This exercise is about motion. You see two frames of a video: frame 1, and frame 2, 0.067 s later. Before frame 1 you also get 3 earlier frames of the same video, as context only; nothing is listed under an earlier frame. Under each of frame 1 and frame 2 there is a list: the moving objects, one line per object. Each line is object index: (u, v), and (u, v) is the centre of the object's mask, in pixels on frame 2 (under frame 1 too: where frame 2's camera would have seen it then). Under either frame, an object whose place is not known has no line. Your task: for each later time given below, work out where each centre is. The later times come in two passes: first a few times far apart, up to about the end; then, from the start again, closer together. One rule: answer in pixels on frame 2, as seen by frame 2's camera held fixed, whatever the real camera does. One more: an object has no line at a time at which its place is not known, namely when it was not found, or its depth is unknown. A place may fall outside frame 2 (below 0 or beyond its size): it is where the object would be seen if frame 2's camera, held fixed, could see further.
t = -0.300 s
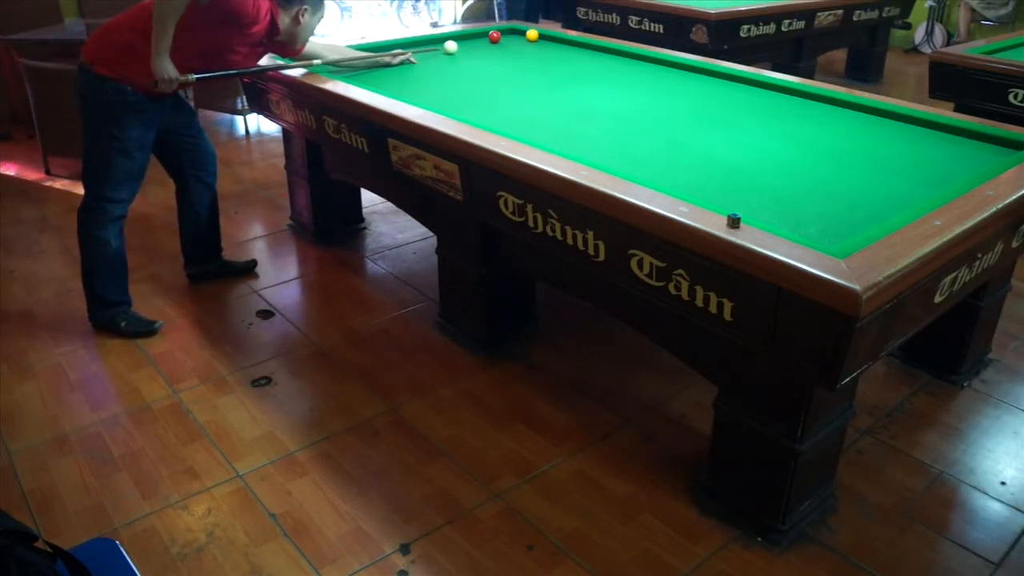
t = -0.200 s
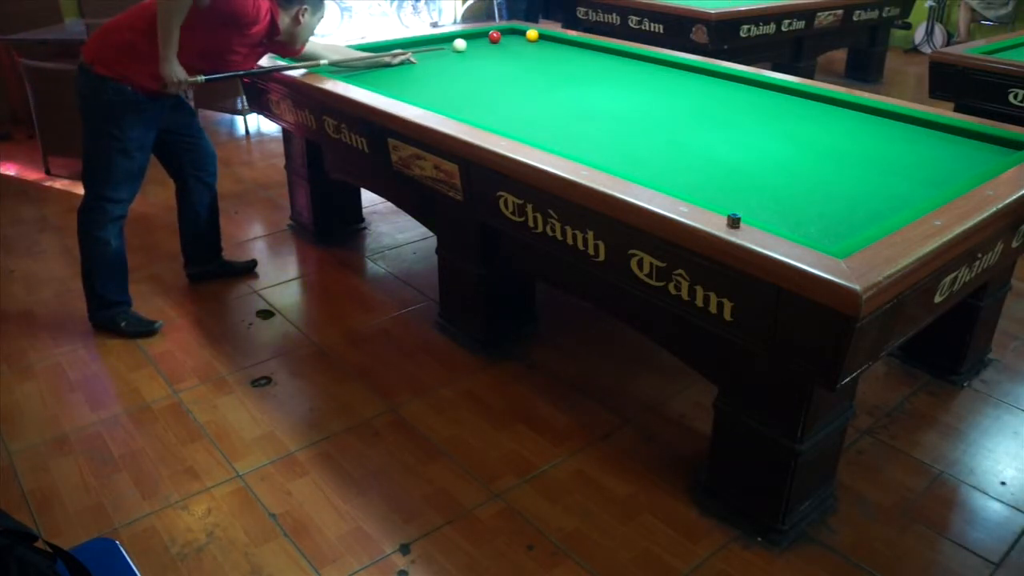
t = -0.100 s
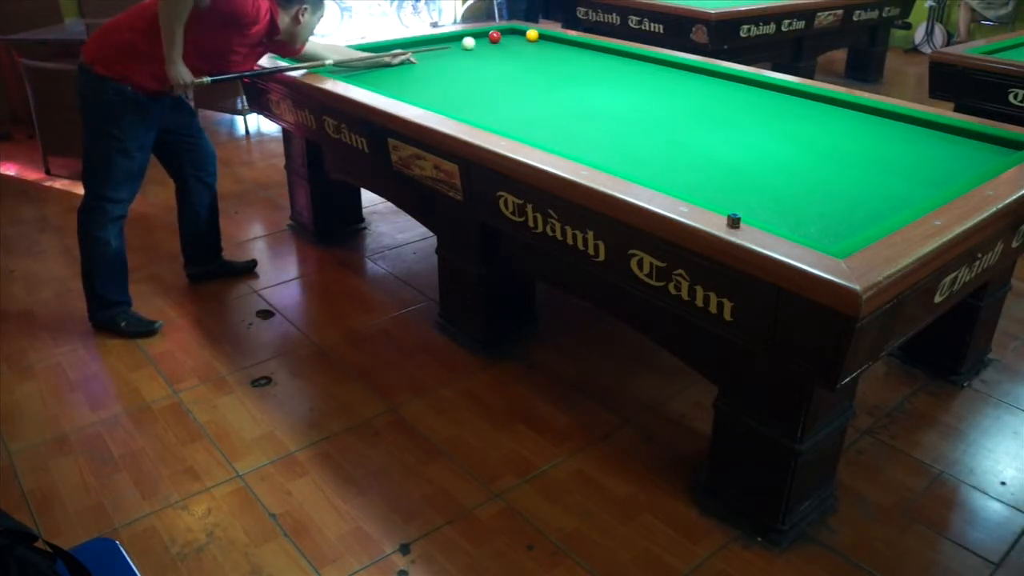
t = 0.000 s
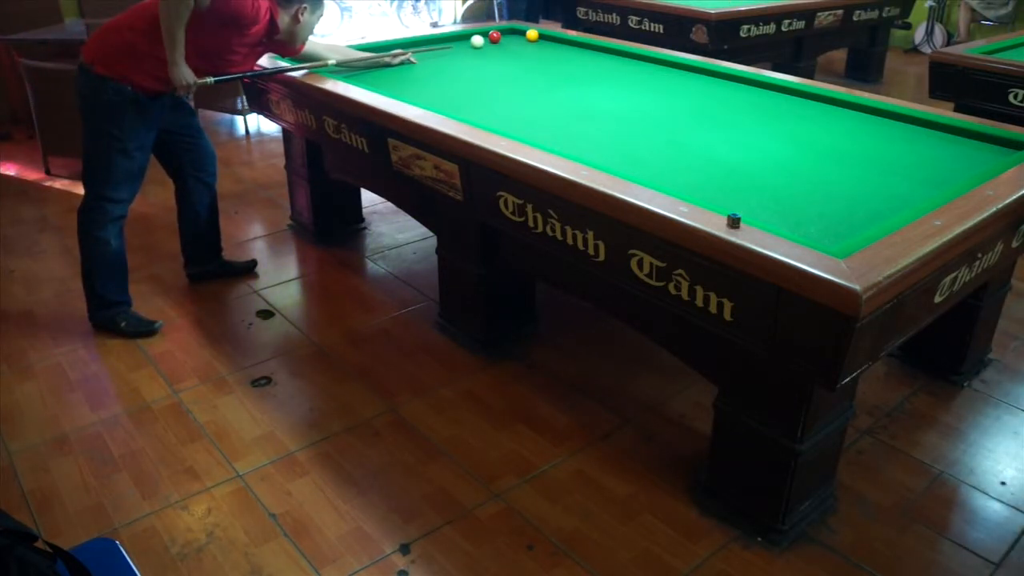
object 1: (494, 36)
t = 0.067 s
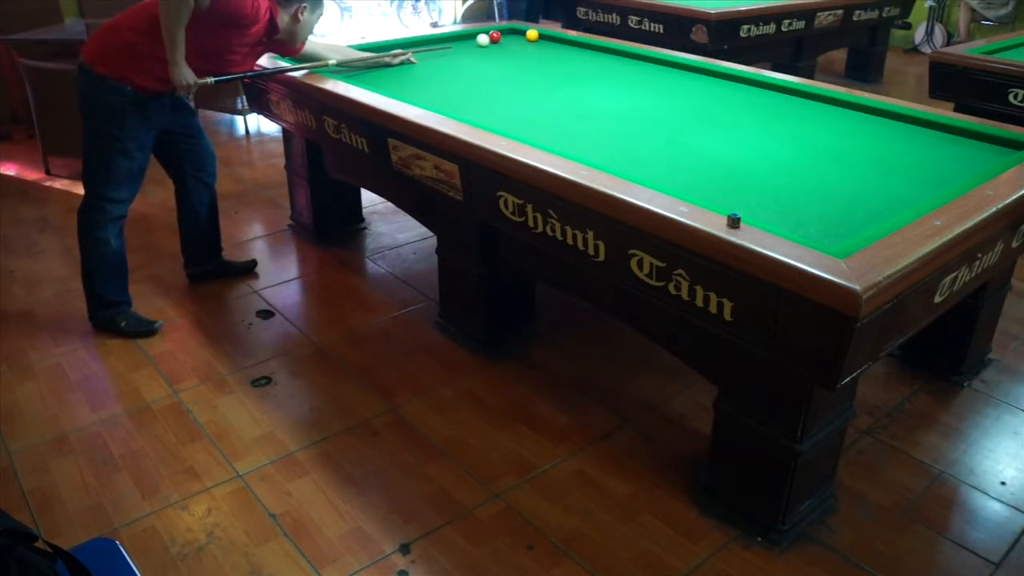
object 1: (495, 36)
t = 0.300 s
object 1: (502, 33)
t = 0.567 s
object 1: (509, 30)
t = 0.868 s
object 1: (506, 30)
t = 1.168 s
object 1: (502, 31)
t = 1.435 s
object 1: (498, 32)
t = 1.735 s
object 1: (494, 33)
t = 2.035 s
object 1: (490, 34)
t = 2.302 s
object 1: (487, 35)
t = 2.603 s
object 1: (483, 35)
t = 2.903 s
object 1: (481, 36)
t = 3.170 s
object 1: (479, 36)
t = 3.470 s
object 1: (477, 37)
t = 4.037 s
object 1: (474, 37)
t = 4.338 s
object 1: (474, 37)
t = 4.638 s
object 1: (474, 37)
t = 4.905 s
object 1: (474, 37)
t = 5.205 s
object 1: (474, 37)
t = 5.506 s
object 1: (474, 37)
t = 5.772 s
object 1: (474, 37)
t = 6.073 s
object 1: (474, 37)
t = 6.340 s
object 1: (474, 37)
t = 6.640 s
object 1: (474, 37)
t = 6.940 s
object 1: (474, 37)
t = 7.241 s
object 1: (474, 38)
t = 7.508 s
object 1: (474, 37)
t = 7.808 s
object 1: (474, 37)
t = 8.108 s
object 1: (474, 37)
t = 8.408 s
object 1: (474, 37)
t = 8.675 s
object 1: (474, 37)
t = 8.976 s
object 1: (474, 37)
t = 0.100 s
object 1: (495, 36)
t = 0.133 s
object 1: (496, 35)
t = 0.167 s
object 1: (497, 35)
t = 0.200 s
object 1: (498, 34)
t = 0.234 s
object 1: (500, 34)
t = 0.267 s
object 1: (501, 33)
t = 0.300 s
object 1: (502, 33)
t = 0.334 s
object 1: (503, 33)
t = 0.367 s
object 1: (504, 32)
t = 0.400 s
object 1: (505, 32)
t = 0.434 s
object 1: (506, 32)
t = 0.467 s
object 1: (506, 31)
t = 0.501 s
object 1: (507, 30)
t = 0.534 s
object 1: (508, 30)
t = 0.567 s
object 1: (509, 30)
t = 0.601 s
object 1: (510, 30)
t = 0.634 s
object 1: (511, 30)
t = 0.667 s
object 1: (511, 29)
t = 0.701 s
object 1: (512, 29)
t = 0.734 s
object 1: (513, 29)
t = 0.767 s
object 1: (511, 28)
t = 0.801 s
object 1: (510, 28)
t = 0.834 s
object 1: (508, 29)
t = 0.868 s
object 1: (506, 30)
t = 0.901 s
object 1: (506, 30)
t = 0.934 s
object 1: (506, 30)
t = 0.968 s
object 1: (505, 31)
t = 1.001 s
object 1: (505, 31)
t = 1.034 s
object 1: (504, 31)
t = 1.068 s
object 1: (504, 31)
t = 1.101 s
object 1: (503, 31)
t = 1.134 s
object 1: (503, 31)
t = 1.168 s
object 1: (502, 31)
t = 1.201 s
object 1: (502, 31)
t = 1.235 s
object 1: (501, 31)
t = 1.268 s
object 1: (501, 31)
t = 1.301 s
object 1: (500, 31)
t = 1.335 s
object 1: (499, 32)
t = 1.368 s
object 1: (499, 32)
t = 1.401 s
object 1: (498, 32)
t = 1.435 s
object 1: (498, 32)
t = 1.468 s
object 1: (498, 32)
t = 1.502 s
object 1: (497, 32)
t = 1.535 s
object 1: (496, 32)
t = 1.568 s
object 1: (496, 32)
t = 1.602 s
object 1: (496, 32)
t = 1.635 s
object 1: (495, 33)
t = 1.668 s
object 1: (494, 33)
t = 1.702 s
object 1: (494, 33)
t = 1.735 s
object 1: (494, 33)
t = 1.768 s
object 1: (493, 33)
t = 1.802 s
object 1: (493, 33)
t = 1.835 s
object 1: (492, 33)
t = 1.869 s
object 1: (492, 34)
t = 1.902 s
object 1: (491, 33)
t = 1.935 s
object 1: (491, 33)
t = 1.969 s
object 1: (491, 34)
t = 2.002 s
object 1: (490, 34)
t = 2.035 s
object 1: (490, 34)
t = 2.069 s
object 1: (490, 34)
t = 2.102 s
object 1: (489, 34)
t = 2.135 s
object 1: (489, 34)
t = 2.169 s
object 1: (488, 34)
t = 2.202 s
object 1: (488, 34)
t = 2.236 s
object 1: (488, 34)
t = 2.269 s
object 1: (487, 35)
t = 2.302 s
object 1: (487, 35)
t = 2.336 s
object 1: (487, 35)
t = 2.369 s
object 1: (486, 35)
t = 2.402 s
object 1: (486, 35)
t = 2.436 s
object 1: (485, 35)
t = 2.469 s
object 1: (485, 35)
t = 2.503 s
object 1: (484, 35)
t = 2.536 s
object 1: (484, 35)
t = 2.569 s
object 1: (484, 35)
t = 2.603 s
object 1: (483, 35)
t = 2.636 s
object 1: (483, 35)
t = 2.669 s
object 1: (483, 36)
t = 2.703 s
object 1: (483, 37)
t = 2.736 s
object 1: (482, 38)
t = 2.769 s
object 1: (482, 34)
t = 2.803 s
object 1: (481, 36)
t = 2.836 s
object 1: (481, 36)
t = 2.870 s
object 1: (481, 36)
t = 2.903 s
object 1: (481, 36)
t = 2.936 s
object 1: (480, 36)
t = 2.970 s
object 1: (480, 36)
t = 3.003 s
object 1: (480, 36)
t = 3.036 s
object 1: (480, 36)
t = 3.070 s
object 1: (479, 36)
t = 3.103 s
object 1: (479, 36)
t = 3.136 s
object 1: (479, 36)
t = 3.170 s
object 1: (479, 36)
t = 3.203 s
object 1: (478, 36)
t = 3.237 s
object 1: (478, 36)
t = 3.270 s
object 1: (478, 36)
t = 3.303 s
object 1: (478, 36)
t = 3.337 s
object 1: (478, 37)
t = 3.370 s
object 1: (477, 37)
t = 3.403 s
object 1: (477, 37)
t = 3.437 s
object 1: (477, 37)
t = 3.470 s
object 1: (477, 37)
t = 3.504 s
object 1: (477, 37)
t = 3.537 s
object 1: (477, 36)
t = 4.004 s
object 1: (474, 38)
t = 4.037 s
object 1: (474, 37)
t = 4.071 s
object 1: (474, 37)
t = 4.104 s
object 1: (474, 37)
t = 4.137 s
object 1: (474, 37)
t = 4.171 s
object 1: (474, 37)
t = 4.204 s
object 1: (474, 37)
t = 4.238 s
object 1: (474, 37)
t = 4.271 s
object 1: (474, 37)
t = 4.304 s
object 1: (474, 37)
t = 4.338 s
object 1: (474, 37)
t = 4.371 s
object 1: (474, 37)
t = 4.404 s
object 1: (474, 37)
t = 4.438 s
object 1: (474, 37)
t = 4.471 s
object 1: (474, 37)
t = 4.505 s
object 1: (474, 37)
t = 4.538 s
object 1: (474, 37)
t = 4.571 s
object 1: (474, 37)
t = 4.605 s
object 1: (474, 37)
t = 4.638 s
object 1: (474, 37)
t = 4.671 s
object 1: (474, 37)
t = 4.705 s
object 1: (474, 37)
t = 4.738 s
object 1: (474, 37)
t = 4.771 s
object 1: (474, 37)
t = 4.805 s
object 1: (474, 37)
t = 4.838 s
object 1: (474, 37)
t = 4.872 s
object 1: (474, 37)
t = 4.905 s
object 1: (474, 37)
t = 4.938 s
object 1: (474, 37)
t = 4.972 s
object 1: (474, 37)
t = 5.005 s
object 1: (474, 37)
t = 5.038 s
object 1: (474, 37)
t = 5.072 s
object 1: (474, 37)
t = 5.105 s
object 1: (474, 37)
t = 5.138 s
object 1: (474, 37)
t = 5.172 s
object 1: (474, 37)
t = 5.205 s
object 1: (474, 37)
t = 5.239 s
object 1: (474, 37)
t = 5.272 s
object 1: (474, 37)
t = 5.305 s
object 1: (474, 37)
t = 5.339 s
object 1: (474, 37)
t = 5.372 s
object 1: (474, 37)
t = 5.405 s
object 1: (474, 37)
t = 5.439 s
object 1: (474, 37)
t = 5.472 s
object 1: (474, 37)
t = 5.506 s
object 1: (474, 37)
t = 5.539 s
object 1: (474, 37)
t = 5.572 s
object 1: (474, 37)
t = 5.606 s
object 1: (474, 37)
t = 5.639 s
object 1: (474, 37)
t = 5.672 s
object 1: (474, 37)
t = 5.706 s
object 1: (474, 37)
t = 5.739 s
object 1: (474, 37)
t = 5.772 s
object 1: (474, 37)
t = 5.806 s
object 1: (474, 37)
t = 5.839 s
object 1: (474, 37)
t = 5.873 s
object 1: (474, 37)
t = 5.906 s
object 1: (474, 37)
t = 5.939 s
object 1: (474, 37)
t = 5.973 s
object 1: (474, 37)
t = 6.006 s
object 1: (474, 37)
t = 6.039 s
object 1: (474, 37)
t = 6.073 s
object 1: (474, 37)
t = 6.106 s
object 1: (474, 37)
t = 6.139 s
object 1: (474, 37)
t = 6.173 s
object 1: (474, 37)
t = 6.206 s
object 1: (474, 37)
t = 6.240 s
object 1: (474, 37)
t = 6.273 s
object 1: (474, 37)
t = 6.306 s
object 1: (474, 37)
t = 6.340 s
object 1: (474, 37)
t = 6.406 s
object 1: (474, 37)
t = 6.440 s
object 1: (474, 38)
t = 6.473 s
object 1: (474, 37)
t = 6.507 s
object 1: (474, 37)
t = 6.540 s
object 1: (474, 38)
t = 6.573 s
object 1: (474, 37)
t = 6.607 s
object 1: (474, 37)
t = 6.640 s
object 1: (474, 37)
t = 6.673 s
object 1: (474, 37)
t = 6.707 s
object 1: (474, 37)
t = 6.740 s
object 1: (474, 37)
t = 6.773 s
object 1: (474, 37)
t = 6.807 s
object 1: (474, 37)
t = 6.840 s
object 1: (474, 38)
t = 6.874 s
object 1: (474, 37)
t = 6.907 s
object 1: (474, 38)
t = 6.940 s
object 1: (474, 37)
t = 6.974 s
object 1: (474, 38)
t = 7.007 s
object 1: (474, 37)
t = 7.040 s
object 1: (474, 38)
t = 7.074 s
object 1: (474, 37)
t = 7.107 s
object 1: (474, 37)
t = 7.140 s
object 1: (474, 37)
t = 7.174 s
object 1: (474, 37)
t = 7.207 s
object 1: (474, 37)
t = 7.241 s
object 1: (474, 38)
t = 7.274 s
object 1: (474, 37)
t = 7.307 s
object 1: (474, 37)
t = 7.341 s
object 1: (474, 38)
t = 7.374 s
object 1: (474, 37)
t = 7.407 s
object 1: (474, 37)
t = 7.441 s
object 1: (474, 38)
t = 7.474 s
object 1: (474, 37)
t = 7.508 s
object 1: (474, 37)
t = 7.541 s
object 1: (474, 37)
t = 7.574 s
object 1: (474, 37)
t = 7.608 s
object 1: (474, 37)
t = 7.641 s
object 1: (474, 37)
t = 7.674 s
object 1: (474, 37)
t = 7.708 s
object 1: (474, 37)
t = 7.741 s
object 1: (474, 37)
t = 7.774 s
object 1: (474, 37)
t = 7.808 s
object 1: (474, 37)
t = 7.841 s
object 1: (474, 37)
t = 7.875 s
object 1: (474, 37)
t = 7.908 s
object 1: (474, 37)
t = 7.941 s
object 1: (474, 37)
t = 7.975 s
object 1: (474, 37)
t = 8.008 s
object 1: (474, 37)
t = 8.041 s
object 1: (474, 37)
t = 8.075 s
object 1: (474, 37)
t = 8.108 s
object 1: (474, 37)
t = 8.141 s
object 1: (474, 37)
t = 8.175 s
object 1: (474, 37)
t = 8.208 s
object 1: (474, 37)
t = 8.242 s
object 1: (474, 37)
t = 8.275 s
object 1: (474, 37)
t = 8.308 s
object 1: (474, 37)
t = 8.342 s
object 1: (474, 37)
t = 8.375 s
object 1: (474, 37)
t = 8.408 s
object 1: (474, 37)
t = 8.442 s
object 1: (474, 37)
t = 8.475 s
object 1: (474, 38)
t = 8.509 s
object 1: (474, 37)
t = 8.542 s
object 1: (474, 37)
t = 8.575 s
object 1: (474, 37)
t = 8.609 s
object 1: (474, 38)
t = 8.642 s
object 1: (474, 38)
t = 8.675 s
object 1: (474, 37)
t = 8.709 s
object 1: (474, 37)
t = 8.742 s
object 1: (474, 37)
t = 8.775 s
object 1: (474, 37)
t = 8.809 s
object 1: (474, 37)
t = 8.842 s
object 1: (474, 37)
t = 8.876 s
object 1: (474, 37)
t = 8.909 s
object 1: (474, 37)
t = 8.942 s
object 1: (474, 37)
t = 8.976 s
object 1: (474, 37)
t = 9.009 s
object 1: (474, 37)
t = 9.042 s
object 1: (474, 37)
